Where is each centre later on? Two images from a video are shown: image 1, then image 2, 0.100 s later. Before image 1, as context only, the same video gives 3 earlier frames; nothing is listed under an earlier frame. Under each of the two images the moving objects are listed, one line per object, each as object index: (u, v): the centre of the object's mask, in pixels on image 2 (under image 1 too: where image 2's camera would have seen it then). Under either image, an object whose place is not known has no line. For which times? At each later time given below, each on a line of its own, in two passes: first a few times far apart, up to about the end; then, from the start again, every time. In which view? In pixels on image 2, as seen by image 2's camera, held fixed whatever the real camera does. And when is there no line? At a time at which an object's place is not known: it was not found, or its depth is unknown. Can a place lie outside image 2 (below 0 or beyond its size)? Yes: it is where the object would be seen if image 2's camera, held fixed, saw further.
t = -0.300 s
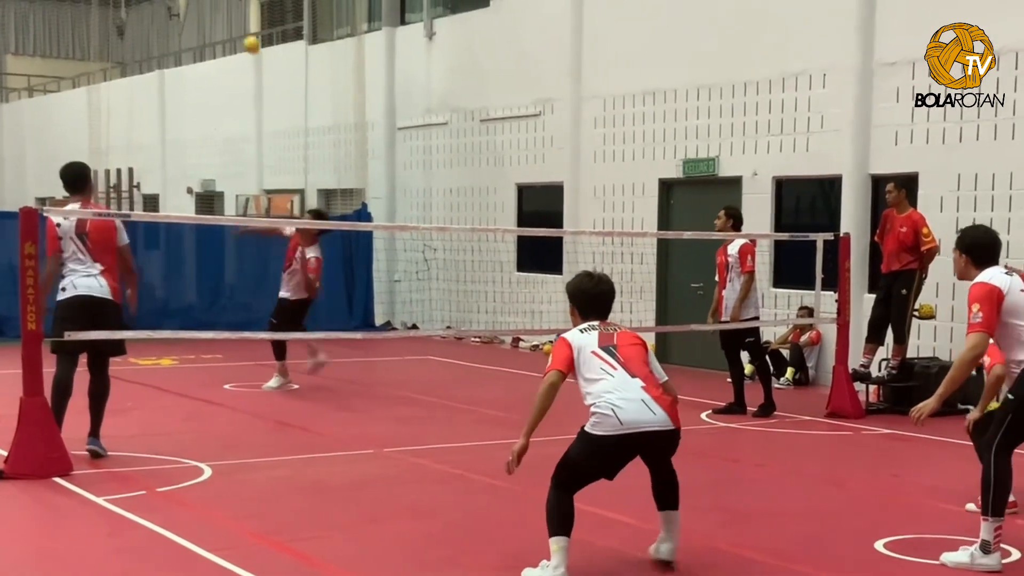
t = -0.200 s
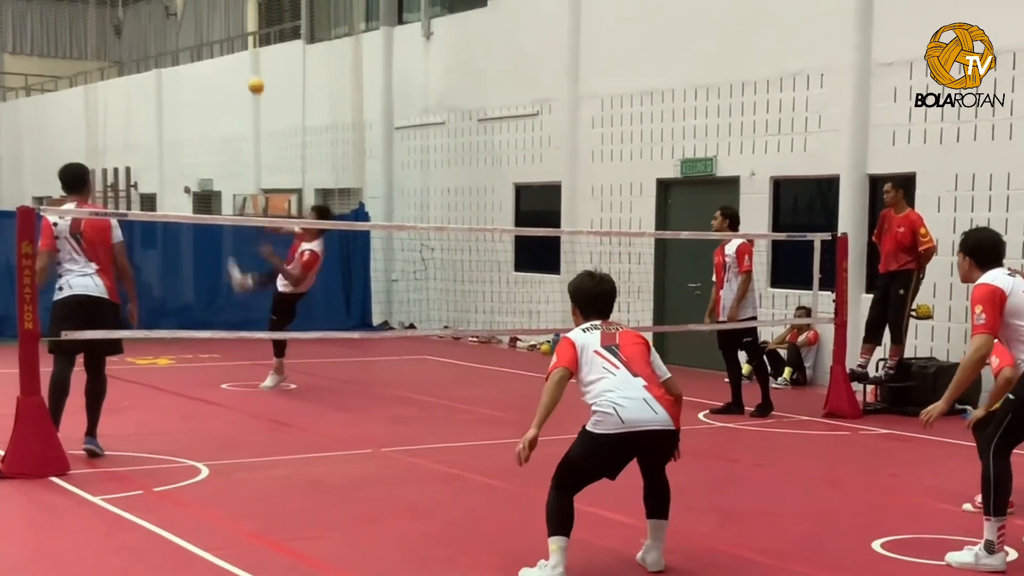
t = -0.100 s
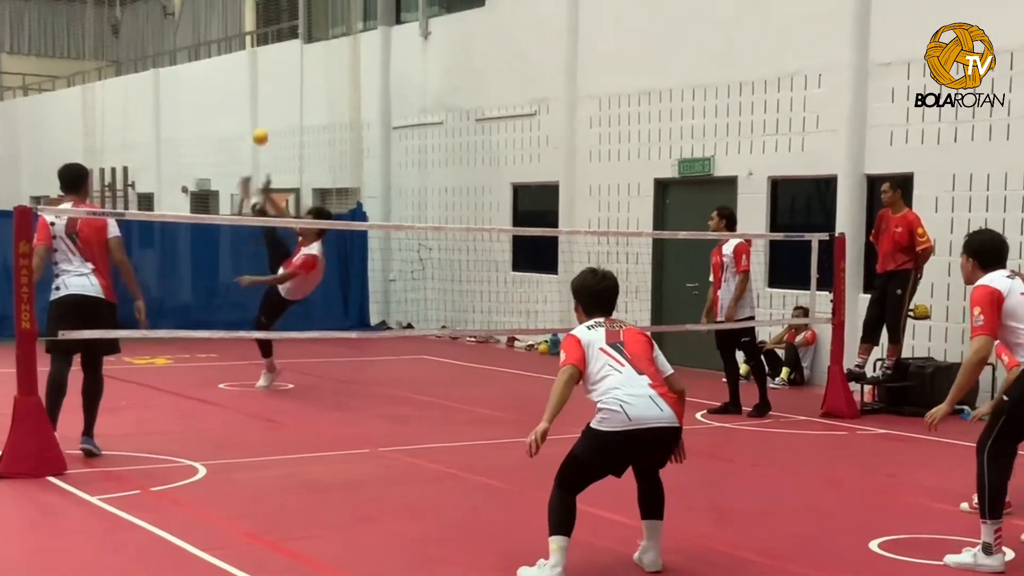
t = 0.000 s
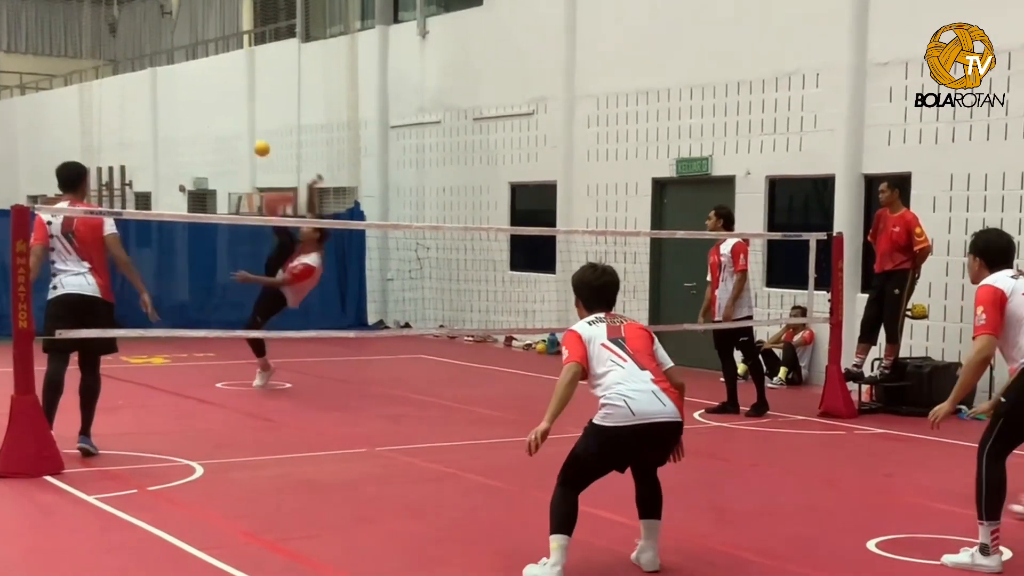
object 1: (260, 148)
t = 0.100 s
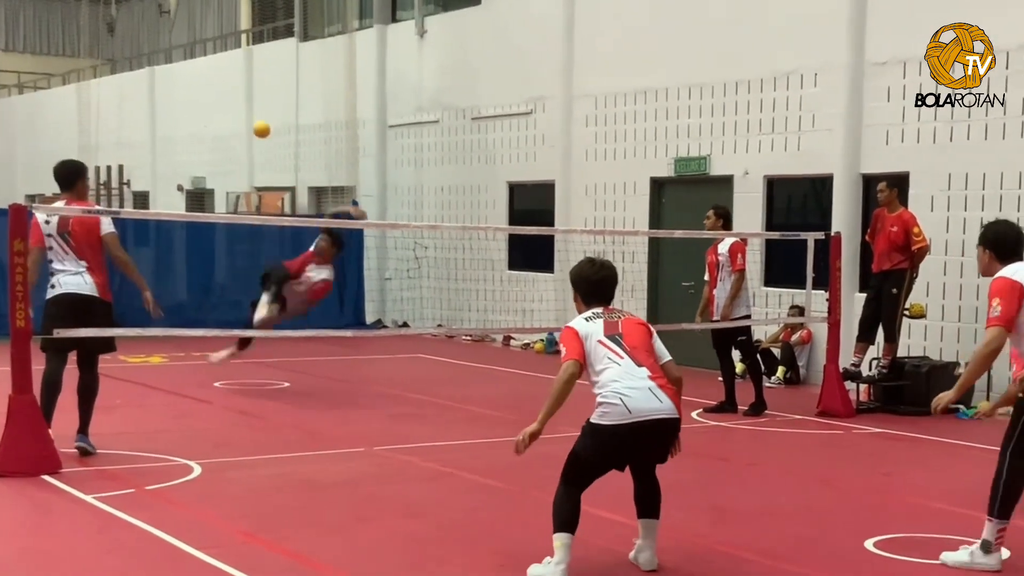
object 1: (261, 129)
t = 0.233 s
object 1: (264, 122)
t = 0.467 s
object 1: (266, 165)
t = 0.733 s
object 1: (267, 341)
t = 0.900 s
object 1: (261, 504)
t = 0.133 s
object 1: (262, 126)
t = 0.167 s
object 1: (263, 123)
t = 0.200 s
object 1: (263, 122)
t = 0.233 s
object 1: (264, 122)
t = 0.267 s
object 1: (264, 123)
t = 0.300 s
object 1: (265, 126)
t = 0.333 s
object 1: (265, 130)
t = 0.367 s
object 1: (265, 136)
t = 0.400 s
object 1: (265, 144)
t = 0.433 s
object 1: (266, 154)
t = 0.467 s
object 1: (266, 165)
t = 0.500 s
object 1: (266, 180)
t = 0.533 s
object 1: (267, 195)
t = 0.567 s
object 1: (266, 212)
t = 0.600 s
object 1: (267, 234)
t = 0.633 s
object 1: (267, 257)
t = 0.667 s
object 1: (267, 282)
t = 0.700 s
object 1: (267, 311)
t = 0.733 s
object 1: (267, 341)
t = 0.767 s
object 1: (267, 377)
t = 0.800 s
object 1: (265, 415)
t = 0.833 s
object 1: (266, 459)
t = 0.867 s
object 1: (264, 504)
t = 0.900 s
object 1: (261, 504)
